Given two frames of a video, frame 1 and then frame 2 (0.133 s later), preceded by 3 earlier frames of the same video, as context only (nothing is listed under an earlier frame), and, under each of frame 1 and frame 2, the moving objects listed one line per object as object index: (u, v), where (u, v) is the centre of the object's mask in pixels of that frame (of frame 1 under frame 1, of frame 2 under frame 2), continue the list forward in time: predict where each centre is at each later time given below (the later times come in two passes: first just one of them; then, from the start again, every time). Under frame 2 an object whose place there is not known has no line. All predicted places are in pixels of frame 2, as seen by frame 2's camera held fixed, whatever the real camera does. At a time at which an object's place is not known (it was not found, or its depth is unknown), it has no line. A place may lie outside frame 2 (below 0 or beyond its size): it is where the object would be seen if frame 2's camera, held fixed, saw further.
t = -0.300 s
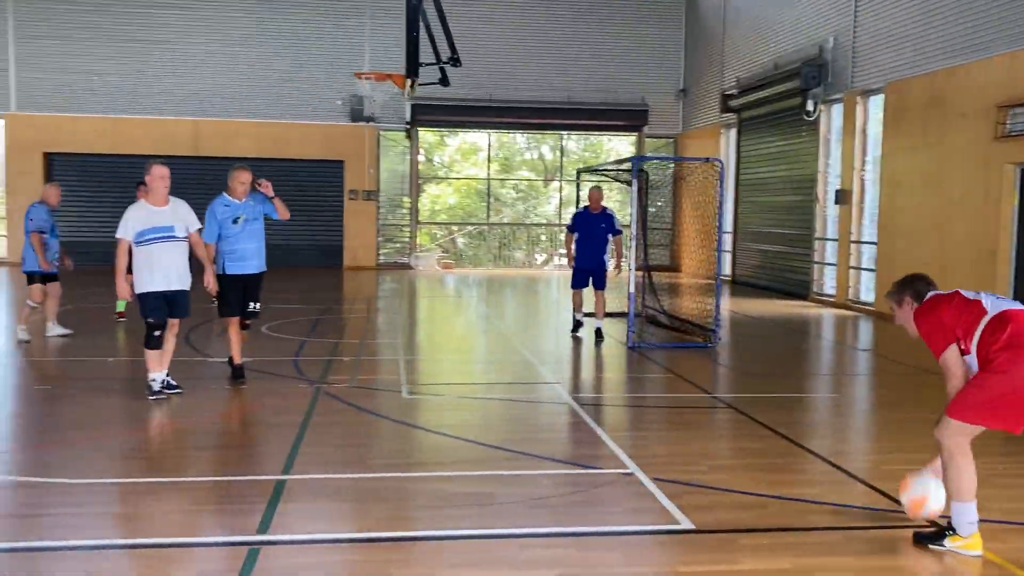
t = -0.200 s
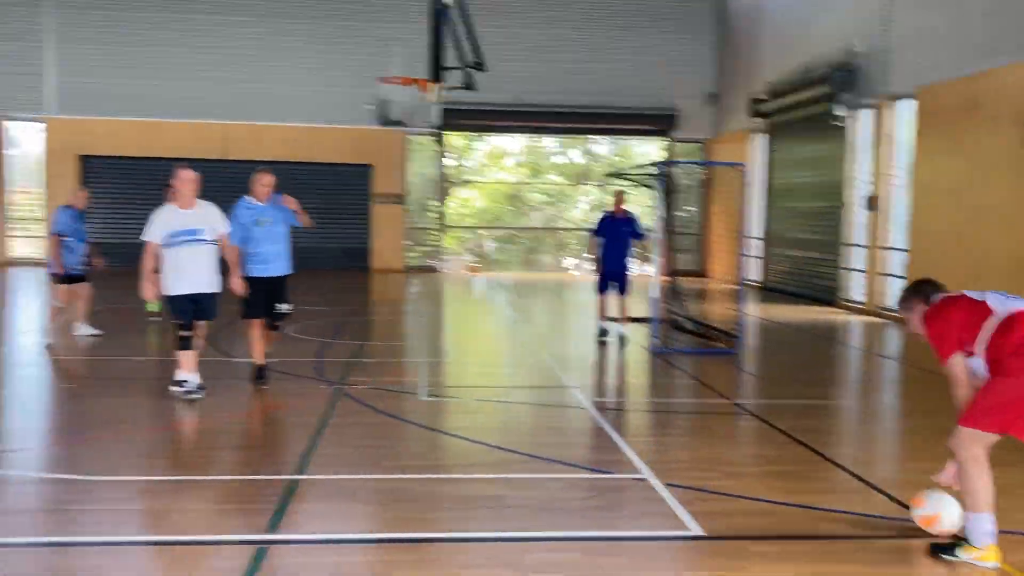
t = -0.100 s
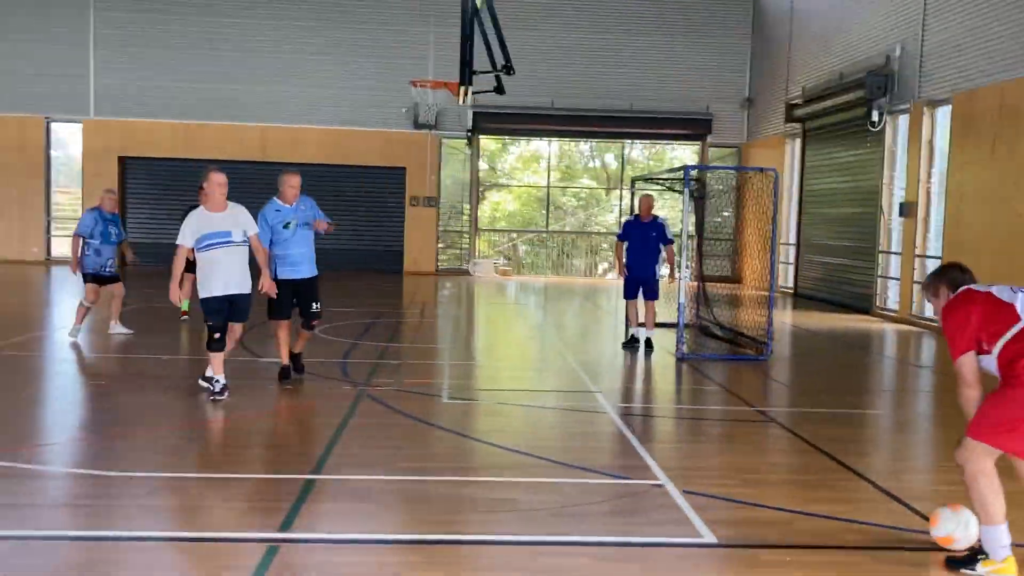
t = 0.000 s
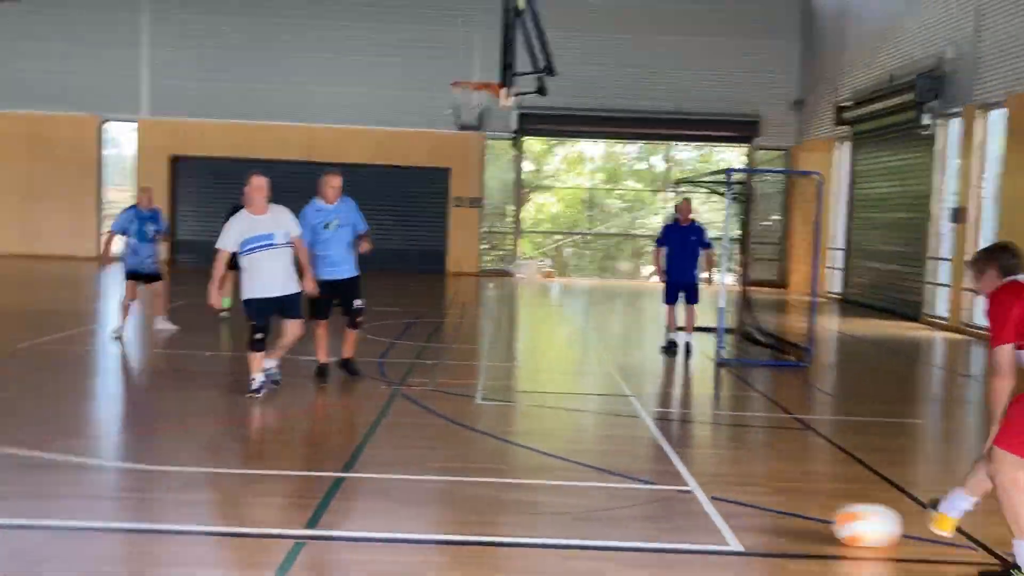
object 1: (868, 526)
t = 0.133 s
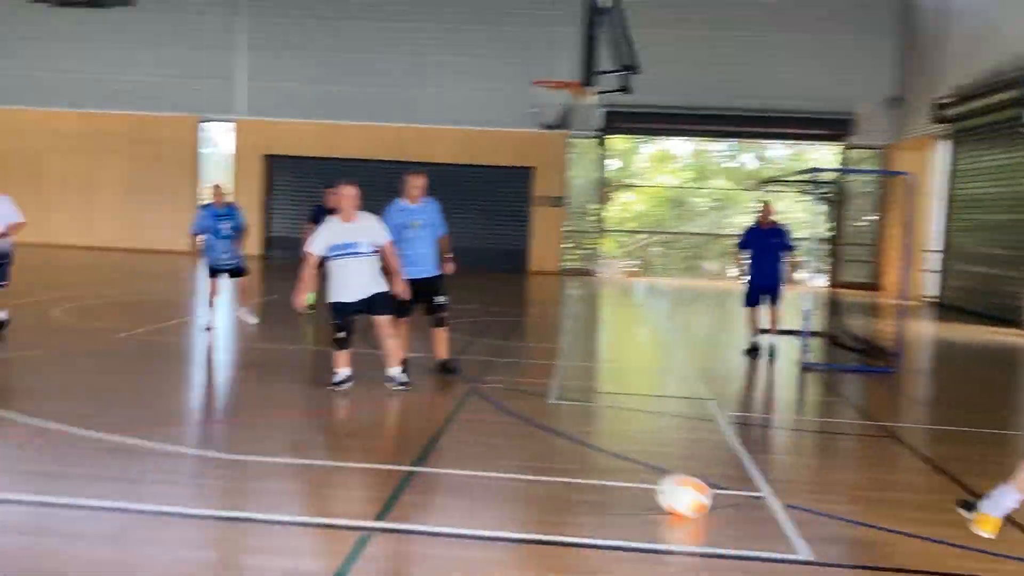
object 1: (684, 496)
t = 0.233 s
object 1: (529, 469)
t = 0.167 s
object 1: (628, 487)
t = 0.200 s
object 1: (577, 477)
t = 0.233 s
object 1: (529, 469)
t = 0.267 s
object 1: (484, 461)
